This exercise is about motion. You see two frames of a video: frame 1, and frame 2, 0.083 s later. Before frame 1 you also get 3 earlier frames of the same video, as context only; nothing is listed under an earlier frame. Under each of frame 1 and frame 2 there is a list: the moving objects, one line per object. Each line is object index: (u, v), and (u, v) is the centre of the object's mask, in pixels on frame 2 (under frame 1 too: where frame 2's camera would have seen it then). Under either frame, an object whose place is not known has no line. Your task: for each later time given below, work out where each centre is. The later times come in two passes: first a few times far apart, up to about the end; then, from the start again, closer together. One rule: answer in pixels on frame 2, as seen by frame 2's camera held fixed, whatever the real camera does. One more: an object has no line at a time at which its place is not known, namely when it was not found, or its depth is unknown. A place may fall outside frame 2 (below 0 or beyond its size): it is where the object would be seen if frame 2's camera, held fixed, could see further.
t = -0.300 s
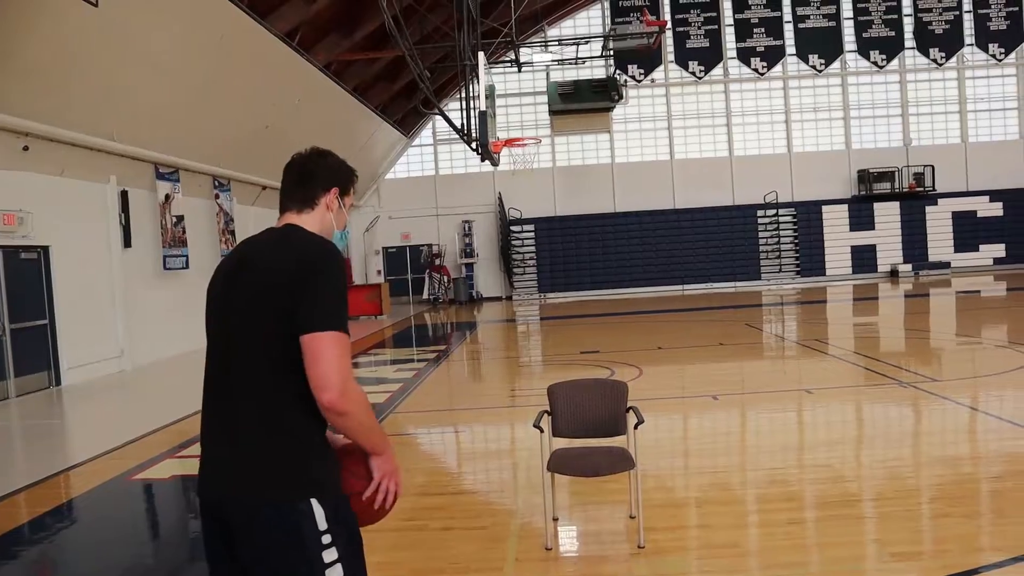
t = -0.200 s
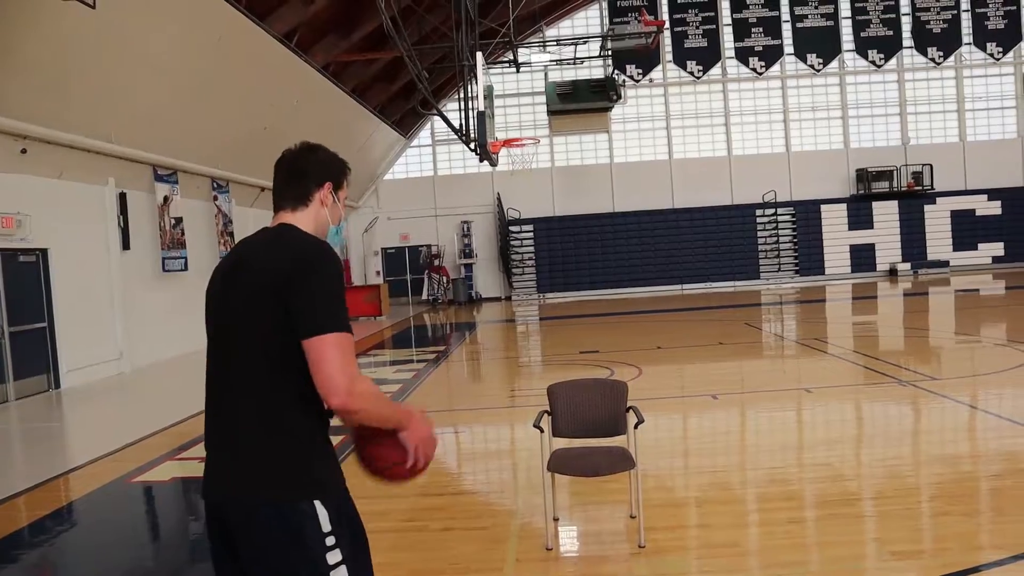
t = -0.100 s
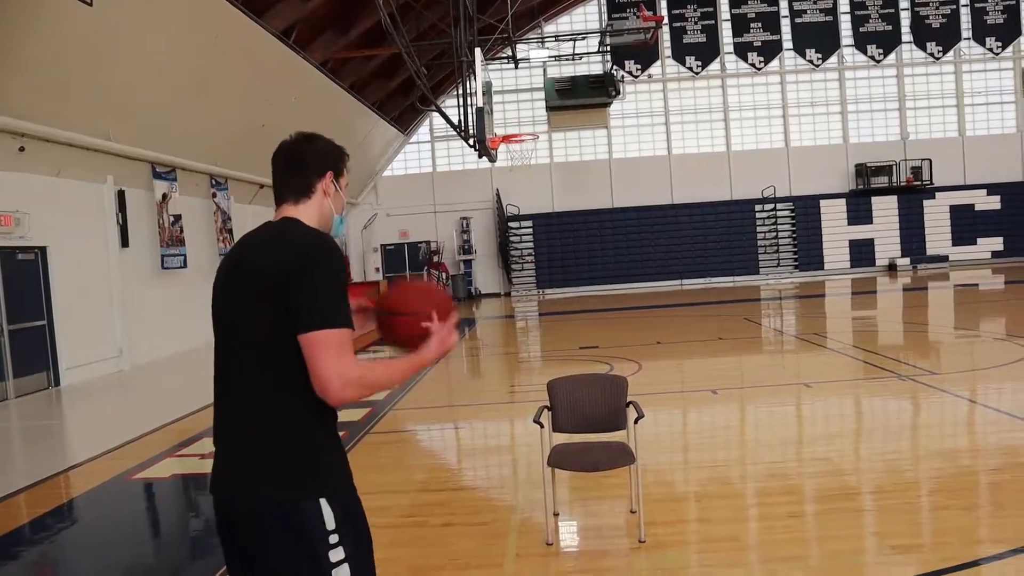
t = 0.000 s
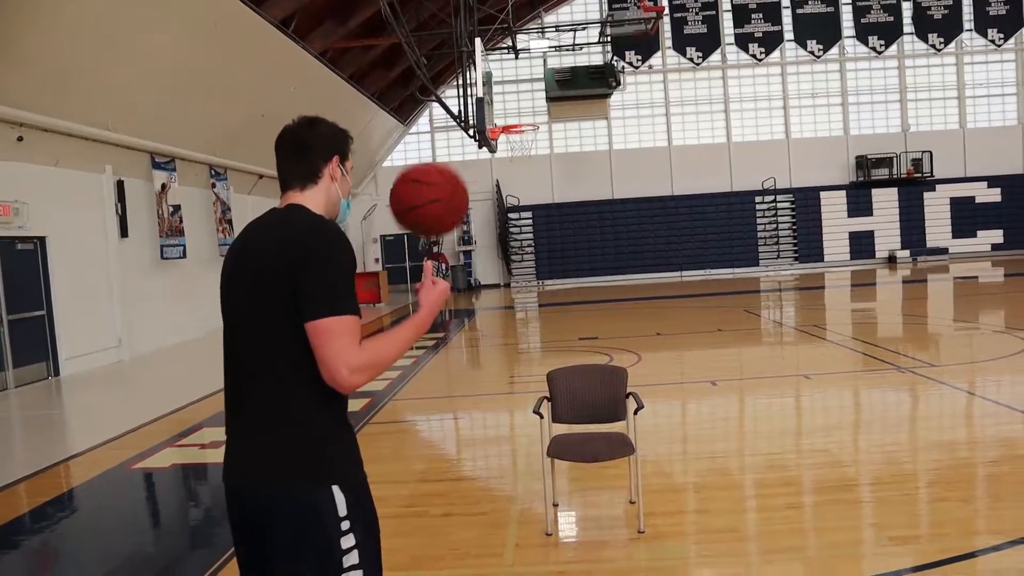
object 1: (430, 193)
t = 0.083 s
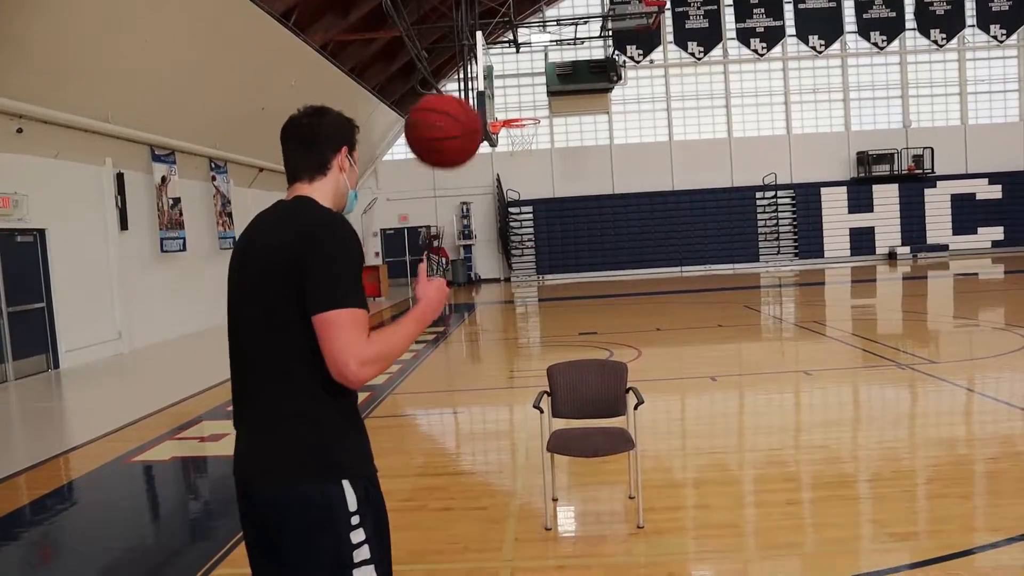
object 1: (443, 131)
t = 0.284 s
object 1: (480, 72)
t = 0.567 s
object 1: (540, 195)
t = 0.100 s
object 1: (446, 121)
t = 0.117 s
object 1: (449, 112)
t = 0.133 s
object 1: (452, 105)
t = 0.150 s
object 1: (455, 97)
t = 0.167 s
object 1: (458, 91)
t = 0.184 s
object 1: (461, 86)
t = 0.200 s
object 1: (464, 82)
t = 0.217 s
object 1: (466, 78)
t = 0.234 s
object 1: (470, 76)
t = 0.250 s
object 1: (473, 74)
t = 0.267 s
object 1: (477, 72)
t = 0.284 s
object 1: (480, 72)
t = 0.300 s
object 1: (483, 73)
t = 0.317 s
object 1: (486, 74)
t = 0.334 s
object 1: (490, 76)
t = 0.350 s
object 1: (493, 80)
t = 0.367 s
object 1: (496, 84)
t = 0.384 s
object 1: (501, 89)
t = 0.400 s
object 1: (504, 94)
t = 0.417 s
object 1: (507, 101)
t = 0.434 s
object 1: (511, 108)
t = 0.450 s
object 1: (515, 116)
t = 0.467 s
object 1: (518, 125)
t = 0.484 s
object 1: (522, 135)
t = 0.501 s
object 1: (525, 145)
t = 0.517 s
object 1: (529, 157)
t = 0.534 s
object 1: (533, 168)
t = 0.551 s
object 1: (537, 182)
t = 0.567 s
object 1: (540, 195)
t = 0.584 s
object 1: (544, 209)
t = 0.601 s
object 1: (549, 224)
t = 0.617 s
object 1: (553, 238)
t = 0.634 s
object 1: (557, 255)
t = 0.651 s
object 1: (560, 272)
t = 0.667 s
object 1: (564, 291)
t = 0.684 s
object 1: (568, 310)
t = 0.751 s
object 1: (587, 392)
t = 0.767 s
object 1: (589, 411)
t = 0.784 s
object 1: (594, 435)
